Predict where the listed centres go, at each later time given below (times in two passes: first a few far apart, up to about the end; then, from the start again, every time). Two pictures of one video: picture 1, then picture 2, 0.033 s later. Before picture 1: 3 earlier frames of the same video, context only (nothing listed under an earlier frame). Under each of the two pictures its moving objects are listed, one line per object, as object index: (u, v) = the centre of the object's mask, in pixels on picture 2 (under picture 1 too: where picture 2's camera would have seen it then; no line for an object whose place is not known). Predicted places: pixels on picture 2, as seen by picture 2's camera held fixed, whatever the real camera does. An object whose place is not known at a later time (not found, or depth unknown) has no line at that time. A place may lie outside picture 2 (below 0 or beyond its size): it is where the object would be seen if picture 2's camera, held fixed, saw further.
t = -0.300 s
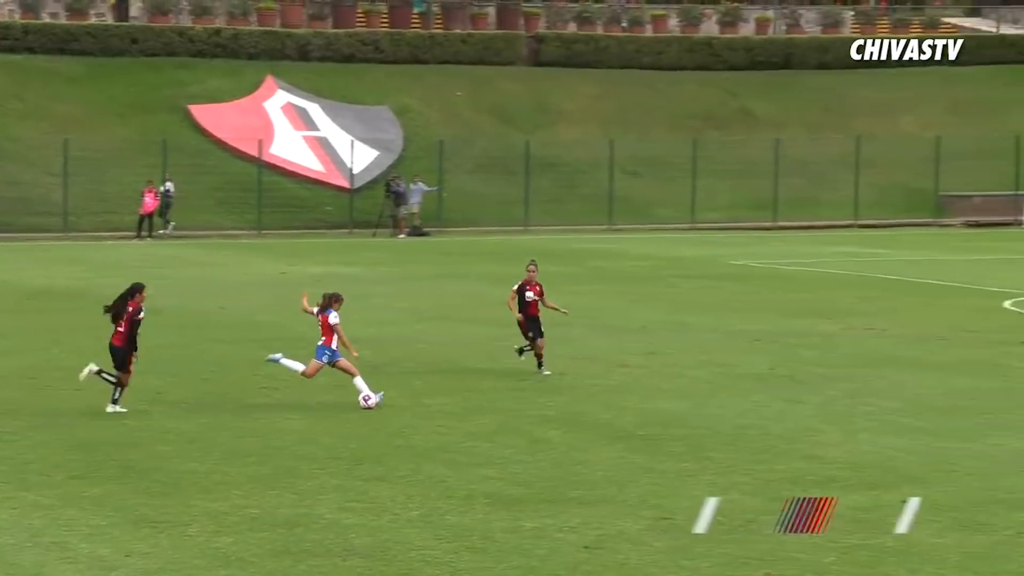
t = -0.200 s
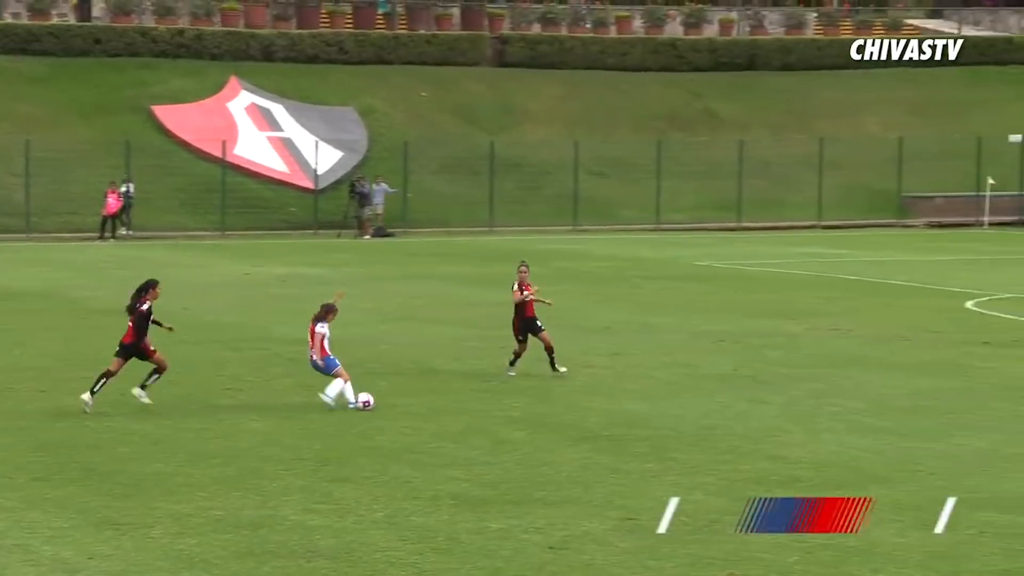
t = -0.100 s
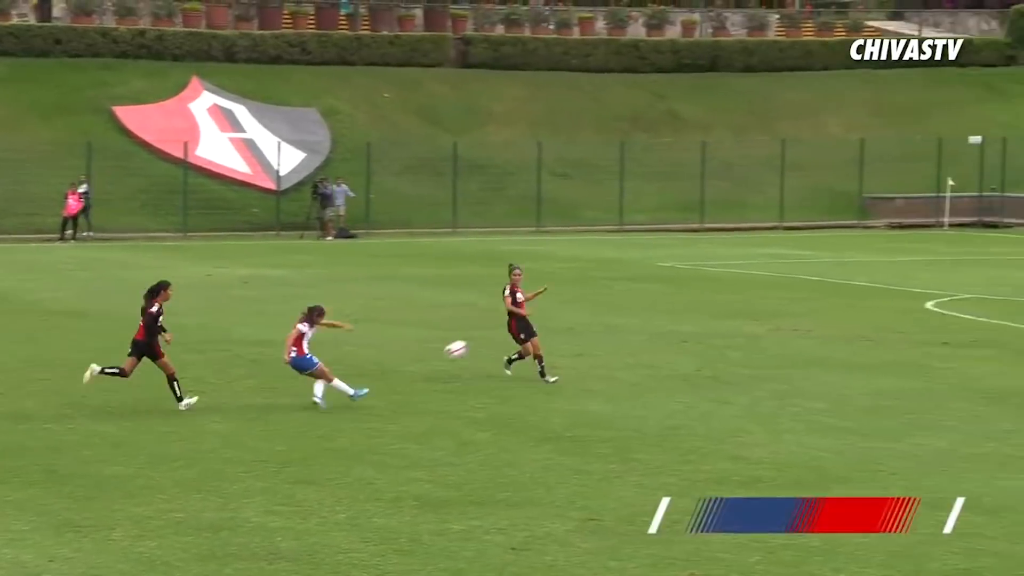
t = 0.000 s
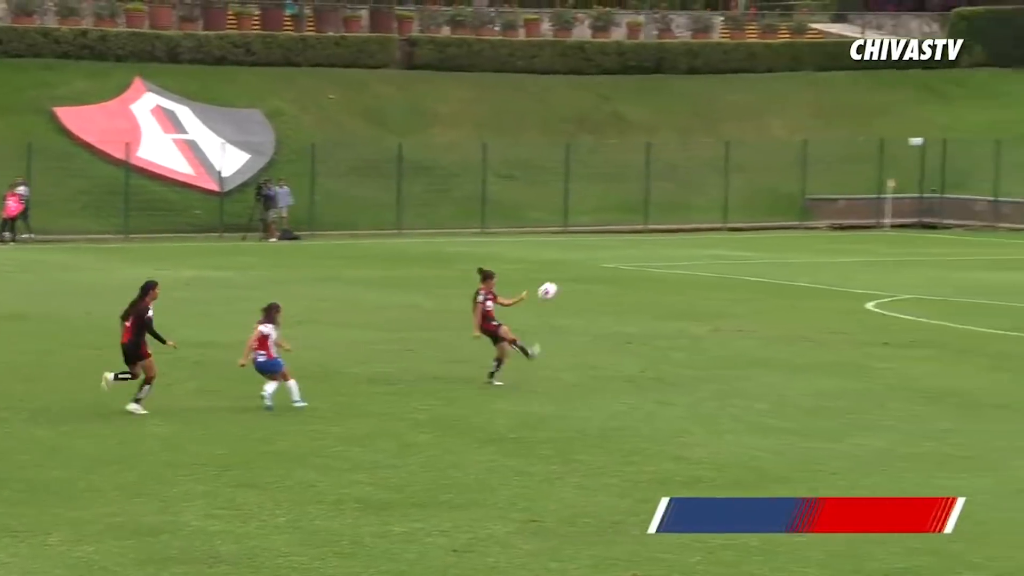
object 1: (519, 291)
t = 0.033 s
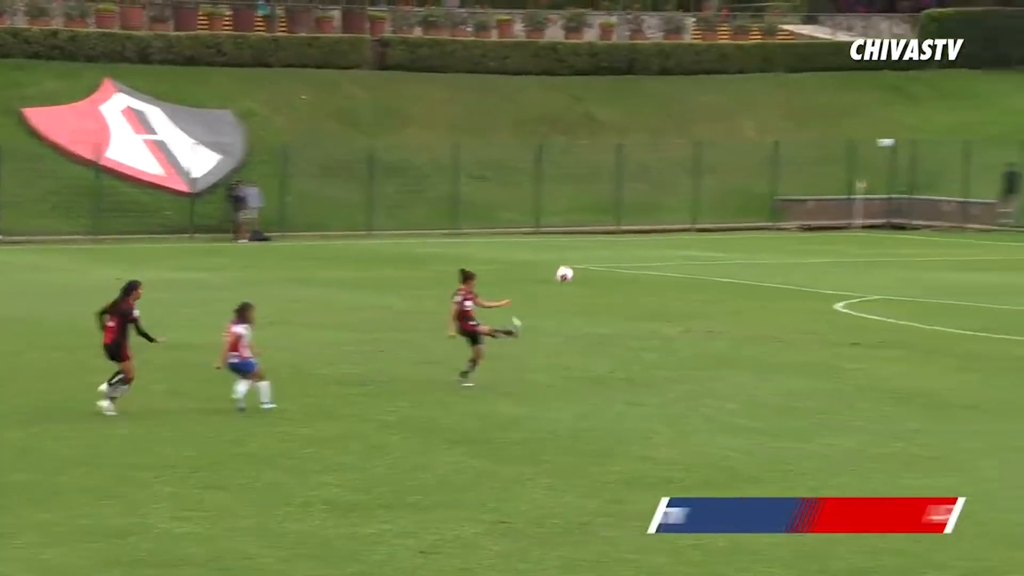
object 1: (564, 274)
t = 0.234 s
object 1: (819, 187)
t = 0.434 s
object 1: (1049, 122)
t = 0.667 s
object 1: (1287, 73)
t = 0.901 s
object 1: (1505, 56)
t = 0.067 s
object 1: (607, 257)
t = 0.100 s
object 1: (651, 242)
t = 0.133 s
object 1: (694, 226)
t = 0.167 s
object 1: (737, 212)
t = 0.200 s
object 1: (778, 199)
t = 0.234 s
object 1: (819, 187)
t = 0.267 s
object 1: (859, 175)
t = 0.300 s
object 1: (898, 164)
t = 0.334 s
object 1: (938, 152)
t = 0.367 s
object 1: (976, 142)
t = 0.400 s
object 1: (1013, 132)
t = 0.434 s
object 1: (1049, 122)
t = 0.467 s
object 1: (1084, 113)
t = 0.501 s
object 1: (1120, 105)
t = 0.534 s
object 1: (1154, 97)
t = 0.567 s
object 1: (1188, 89)
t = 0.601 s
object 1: (1222, 82)
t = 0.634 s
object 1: (1255, 78)
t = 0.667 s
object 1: (1287, 73)
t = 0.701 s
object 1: (1319, 70)
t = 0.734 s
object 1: (1351, 66)
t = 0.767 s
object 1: (1383, 64)
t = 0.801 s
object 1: (1414, 61)
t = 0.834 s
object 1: (1445, 59)
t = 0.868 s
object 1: (1475, 57)
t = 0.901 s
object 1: (1505, 56)
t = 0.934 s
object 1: (1535, 56)
